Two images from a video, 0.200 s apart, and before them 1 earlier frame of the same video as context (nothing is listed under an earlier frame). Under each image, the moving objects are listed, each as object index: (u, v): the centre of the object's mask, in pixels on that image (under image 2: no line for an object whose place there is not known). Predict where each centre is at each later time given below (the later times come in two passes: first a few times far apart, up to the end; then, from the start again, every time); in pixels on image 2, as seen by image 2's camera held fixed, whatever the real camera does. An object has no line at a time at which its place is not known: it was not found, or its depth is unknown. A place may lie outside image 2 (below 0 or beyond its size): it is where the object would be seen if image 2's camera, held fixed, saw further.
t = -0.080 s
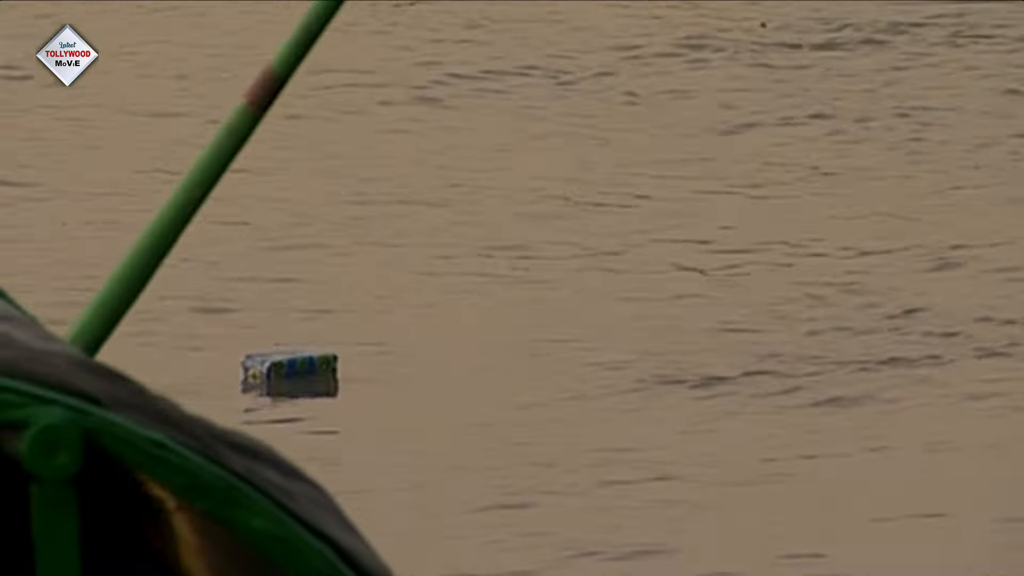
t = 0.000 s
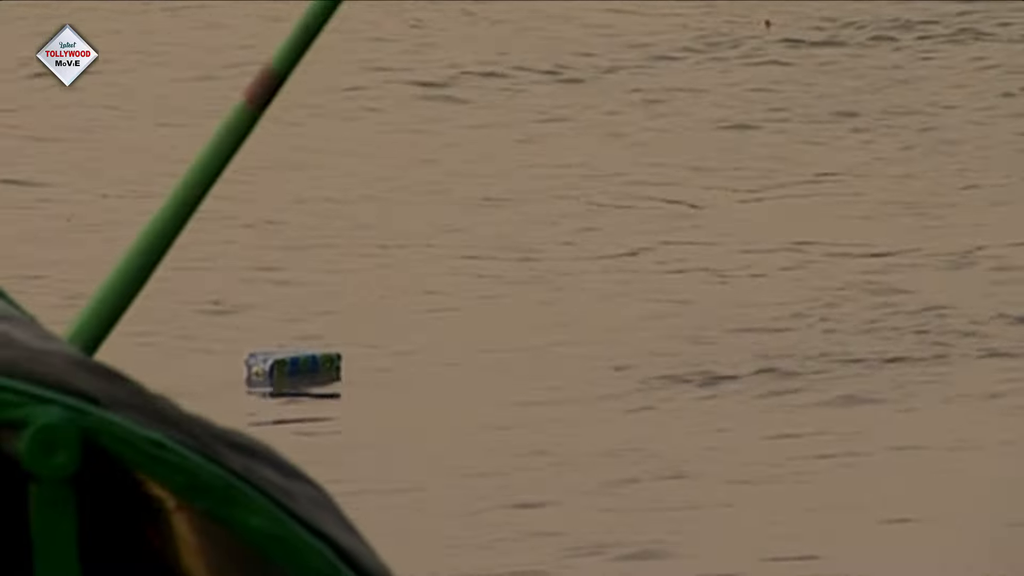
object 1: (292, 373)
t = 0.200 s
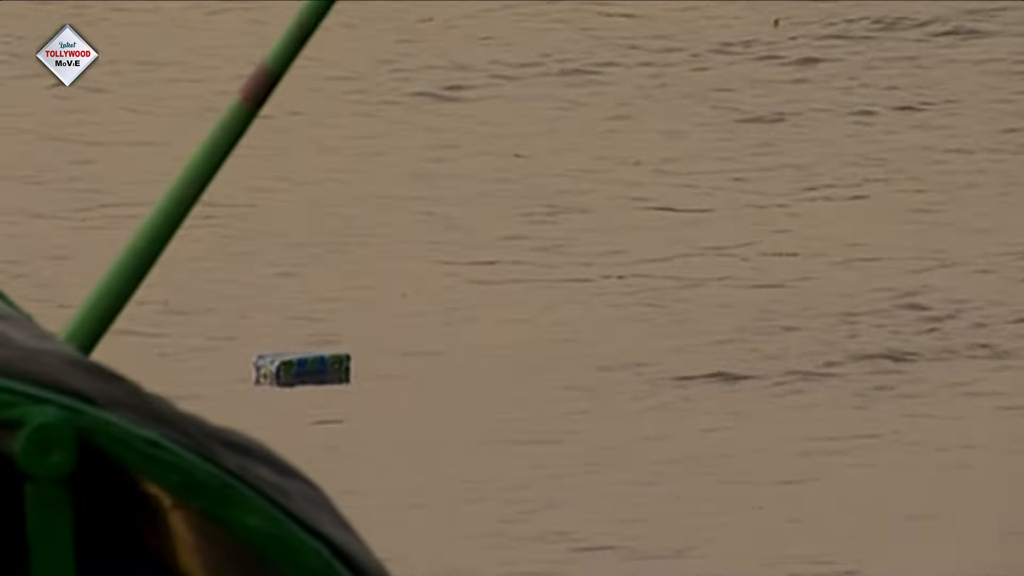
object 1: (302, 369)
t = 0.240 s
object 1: (304, 369)
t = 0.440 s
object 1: (313, 370)
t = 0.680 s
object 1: (324, 363)
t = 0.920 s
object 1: (338, 361)
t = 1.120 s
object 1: (343, 357)
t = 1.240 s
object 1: (350, 356)
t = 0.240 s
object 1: (304, 369)
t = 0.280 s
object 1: (306, 370)
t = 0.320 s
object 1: (307, 371)
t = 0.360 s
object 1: (309, 371)
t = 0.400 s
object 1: (311, 370)
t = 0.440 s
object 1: (313, 370)
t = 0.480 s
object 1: (315, 370)
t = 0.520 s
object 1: (317, 369)
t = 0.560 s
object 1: (319, 369)
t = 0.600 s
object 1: (321, 370)
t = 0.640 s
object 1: (322, 364)
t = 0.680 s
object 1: (324, 363)
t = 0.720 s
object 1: (325, 363)
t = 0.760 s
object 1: (326, 363)
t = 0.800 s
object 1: (328, 362)
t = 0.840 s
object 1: (331, 361)
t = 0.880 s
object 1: (334, 361)
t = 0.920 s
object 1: (338, 361)
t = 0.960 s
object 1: (340, 360)
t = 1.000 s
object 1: (341, 360)
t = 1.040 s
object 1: (341, 359)
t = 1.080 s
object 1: (342, 358)
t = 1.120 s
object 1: (343, 357)
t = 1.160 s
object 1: (344, 357)
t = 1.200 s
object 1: (347, 356)
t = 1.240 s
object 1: (350, 356)
